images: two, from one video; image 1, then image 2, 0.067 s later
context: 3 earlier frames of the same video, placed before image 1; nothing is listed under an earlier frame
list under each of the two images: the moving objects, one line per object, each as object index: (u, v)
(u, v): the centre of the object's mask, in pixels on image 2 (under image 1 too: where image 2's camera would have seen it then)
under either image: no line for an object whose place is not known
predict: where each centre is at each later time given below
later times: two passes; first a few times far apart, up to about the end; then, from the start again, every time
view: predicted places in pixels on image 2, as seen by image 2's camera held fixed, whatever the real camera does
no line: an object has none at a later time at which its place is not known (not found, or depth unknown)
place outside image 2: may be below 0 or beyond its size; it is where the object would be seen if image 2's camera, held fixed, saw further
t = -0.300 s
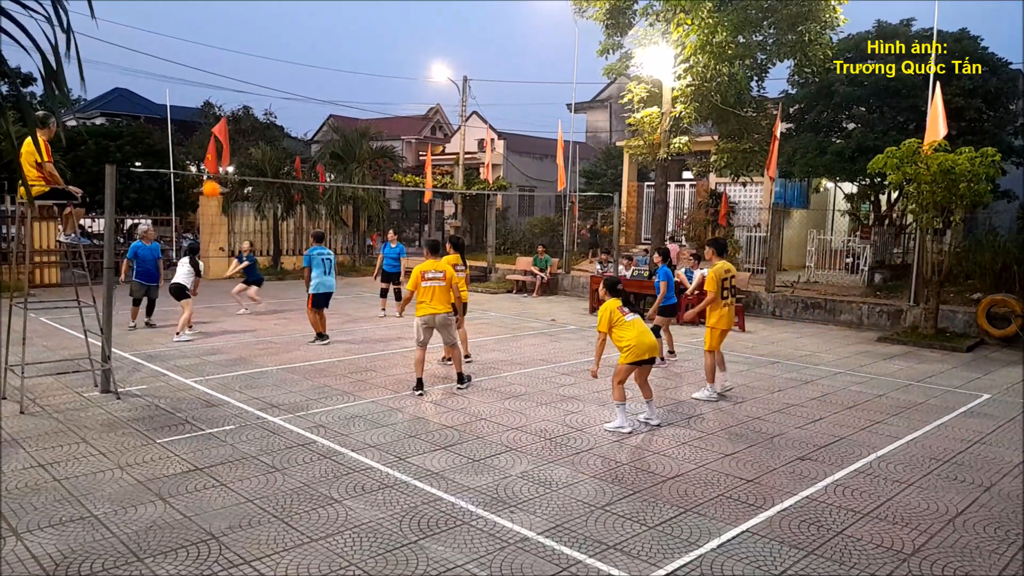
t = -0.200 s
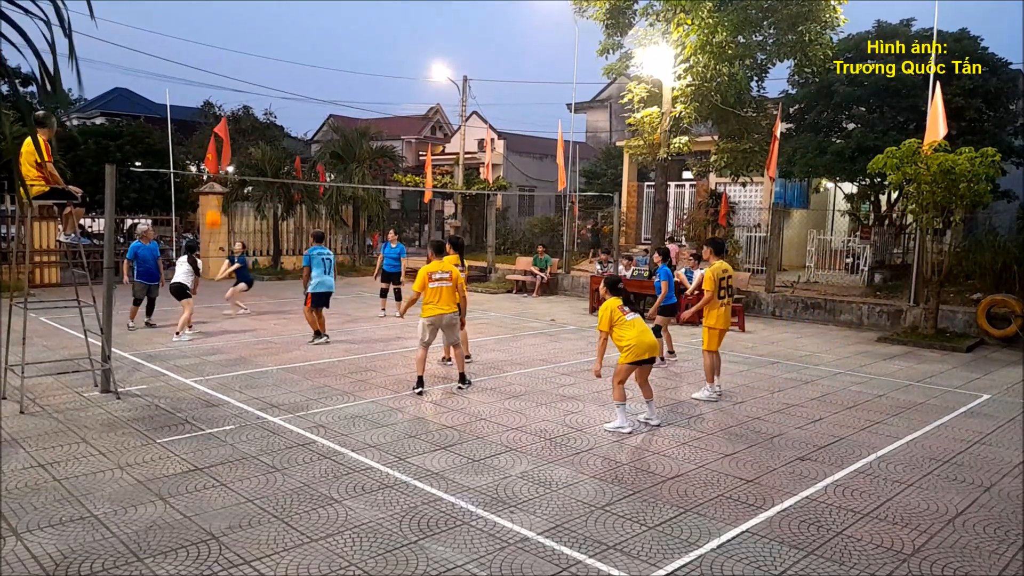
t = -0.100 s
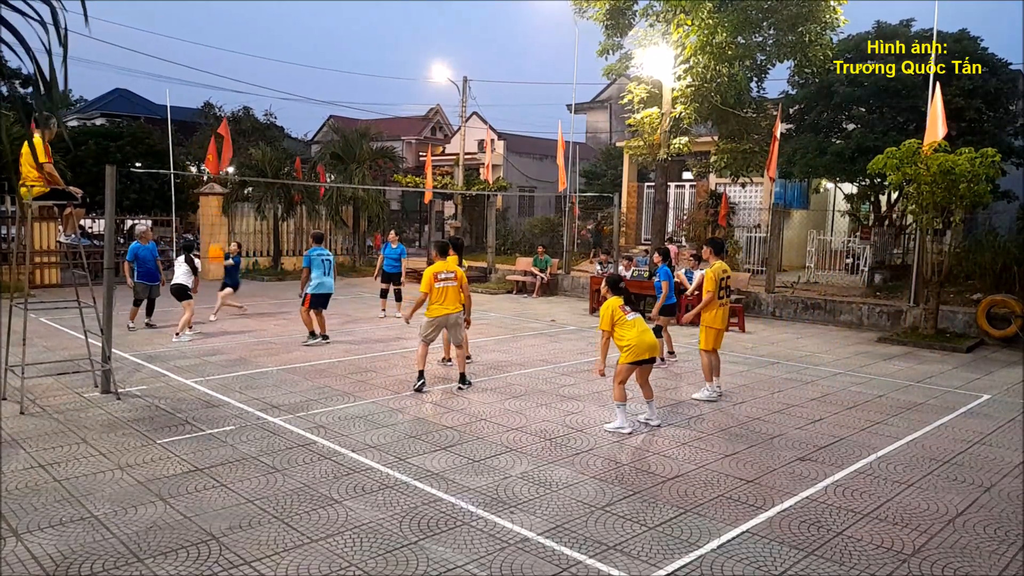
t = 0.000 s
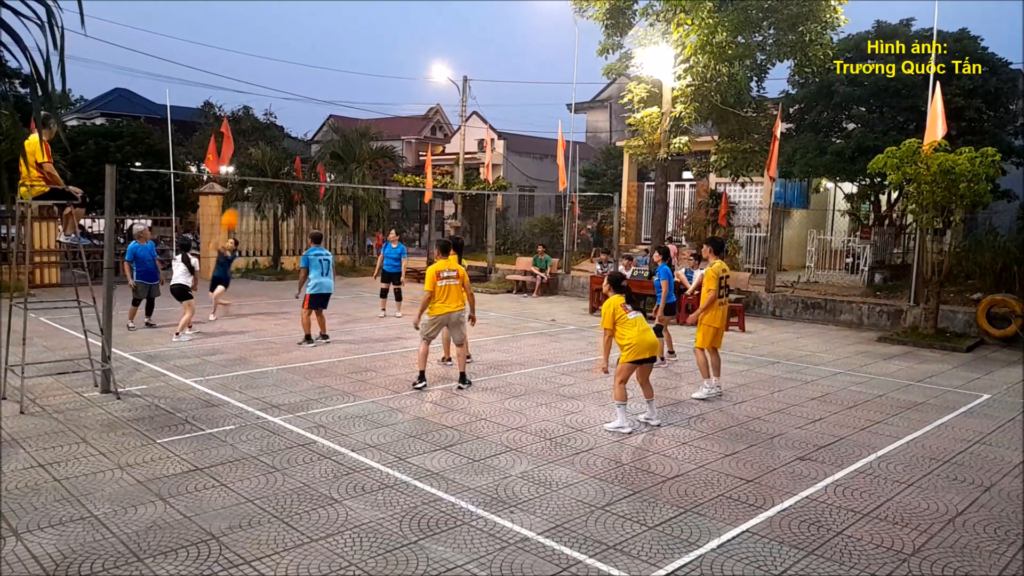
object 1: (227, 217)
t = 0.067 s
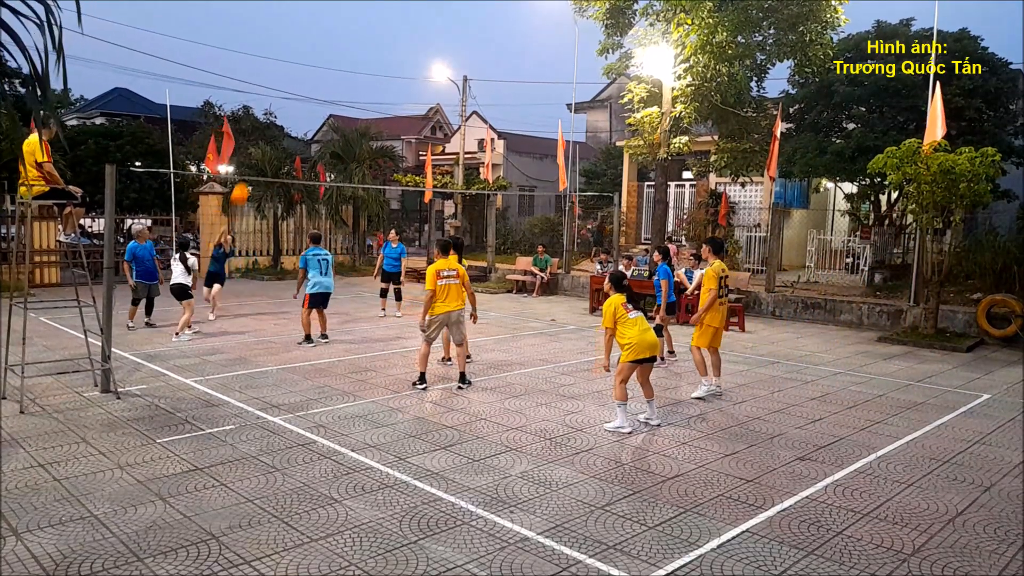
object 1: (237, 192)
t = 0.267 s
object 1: (267, 130)
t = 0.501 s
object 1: (302, 86)
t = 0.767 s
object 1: (342, 80)
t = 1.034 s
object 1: (382, 121)
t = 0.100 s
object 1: (242, 180)
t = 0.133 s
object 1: (247, 168)
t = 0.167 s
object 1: (252, 157)
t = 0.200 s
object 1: (257, 148)
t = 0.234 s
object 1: (262, 138)
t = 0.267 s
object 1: (267, 130)
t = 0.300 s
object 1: (271, 122)
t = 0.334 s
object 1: (276, 113)
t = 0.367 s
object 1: (281, 107)
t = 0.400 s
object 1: (287, 100)
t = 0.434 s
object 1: (292, 95)
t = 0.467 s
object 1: (296, 90)
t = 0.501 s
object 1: (302, 86)
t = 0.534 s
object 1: (305, 83)
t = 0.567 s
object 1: (311, 81)
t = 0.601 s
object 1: (316, 79)
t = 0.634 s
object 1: (321, 78)
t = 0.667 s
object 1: (326, 76)
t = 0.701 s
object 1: (331, 77)
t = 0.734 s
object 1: (337, 78)
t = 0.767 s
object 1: (342, 80)
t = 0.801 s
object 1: (347, 82)
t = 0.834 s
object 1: (353, 85)
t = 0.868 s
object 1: (358, 89)
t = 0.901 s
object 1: (363, 94)
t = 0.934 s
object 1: (367, 99)
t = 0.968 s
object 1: (372, 105)
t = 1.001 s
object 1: (378, 113)
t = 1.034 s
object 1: (382, 121)
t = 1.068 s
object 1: (387, 128)
